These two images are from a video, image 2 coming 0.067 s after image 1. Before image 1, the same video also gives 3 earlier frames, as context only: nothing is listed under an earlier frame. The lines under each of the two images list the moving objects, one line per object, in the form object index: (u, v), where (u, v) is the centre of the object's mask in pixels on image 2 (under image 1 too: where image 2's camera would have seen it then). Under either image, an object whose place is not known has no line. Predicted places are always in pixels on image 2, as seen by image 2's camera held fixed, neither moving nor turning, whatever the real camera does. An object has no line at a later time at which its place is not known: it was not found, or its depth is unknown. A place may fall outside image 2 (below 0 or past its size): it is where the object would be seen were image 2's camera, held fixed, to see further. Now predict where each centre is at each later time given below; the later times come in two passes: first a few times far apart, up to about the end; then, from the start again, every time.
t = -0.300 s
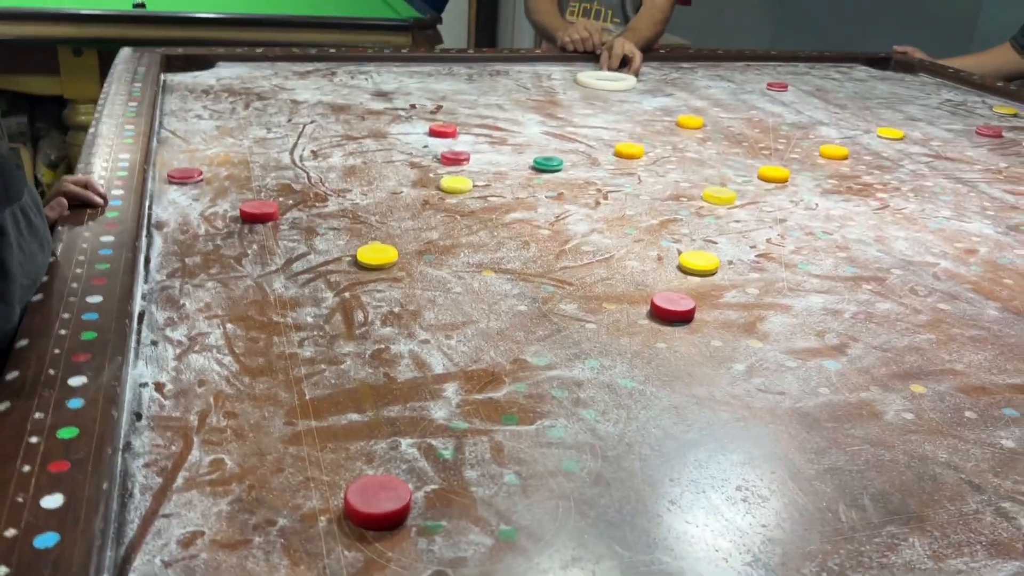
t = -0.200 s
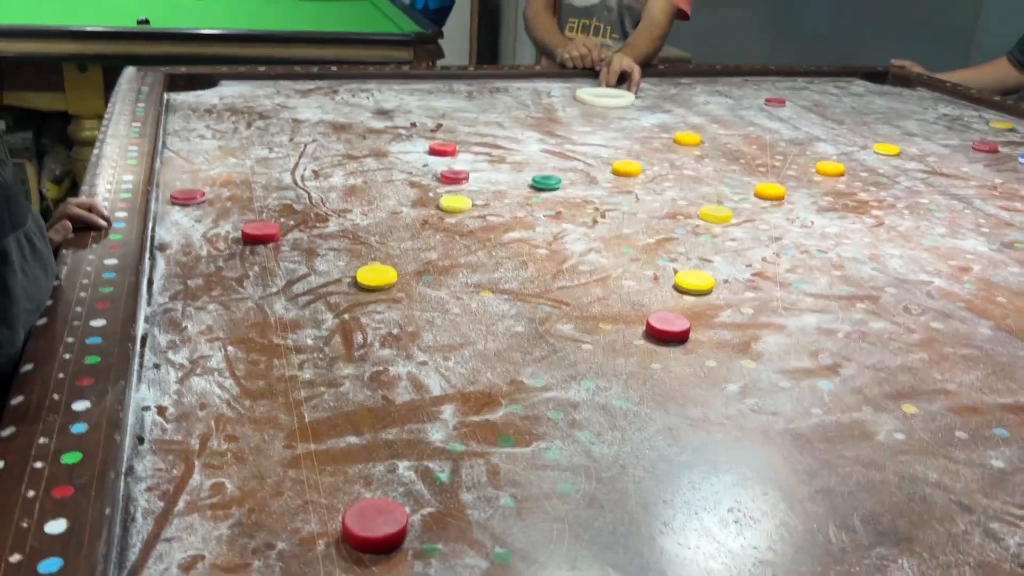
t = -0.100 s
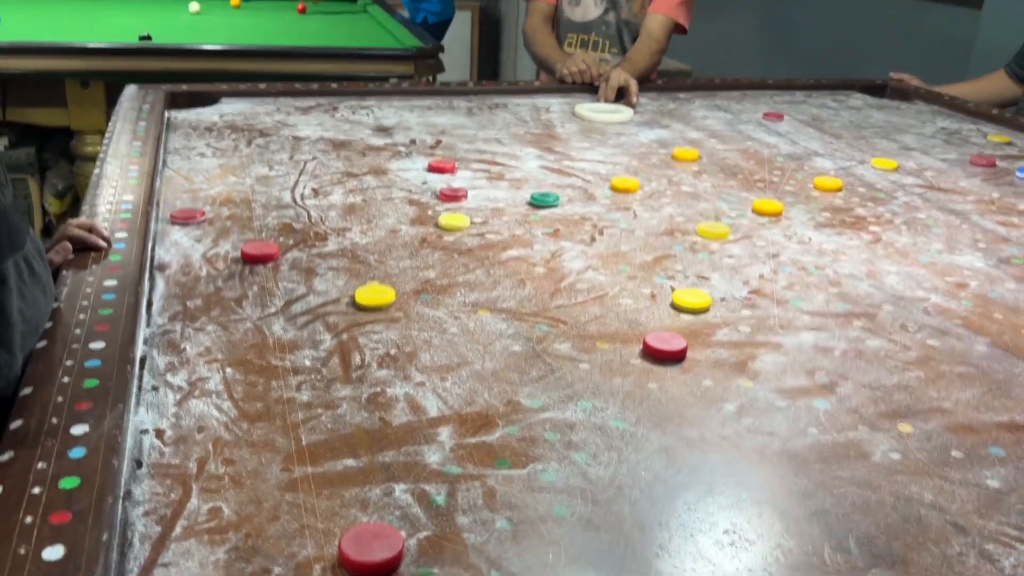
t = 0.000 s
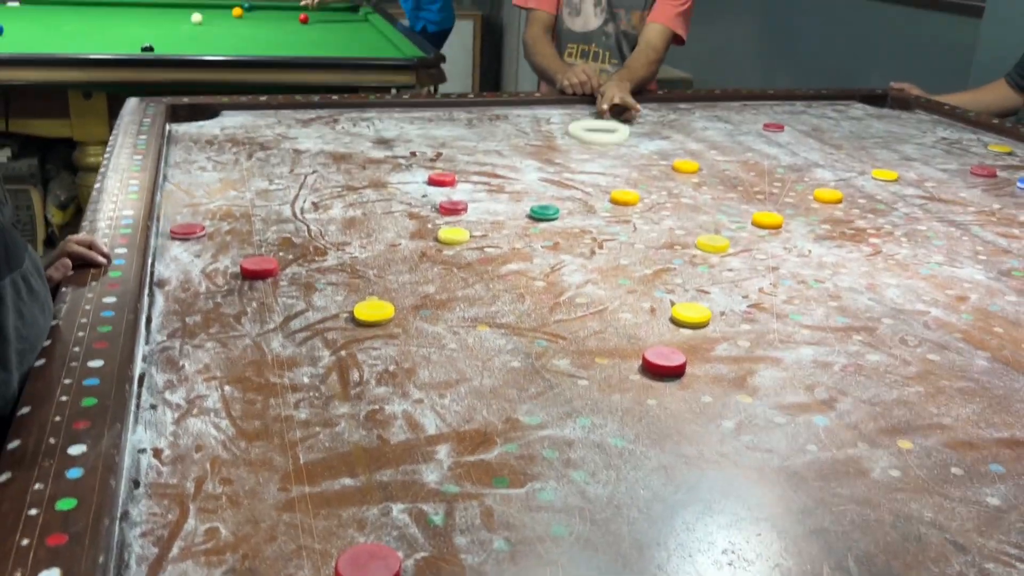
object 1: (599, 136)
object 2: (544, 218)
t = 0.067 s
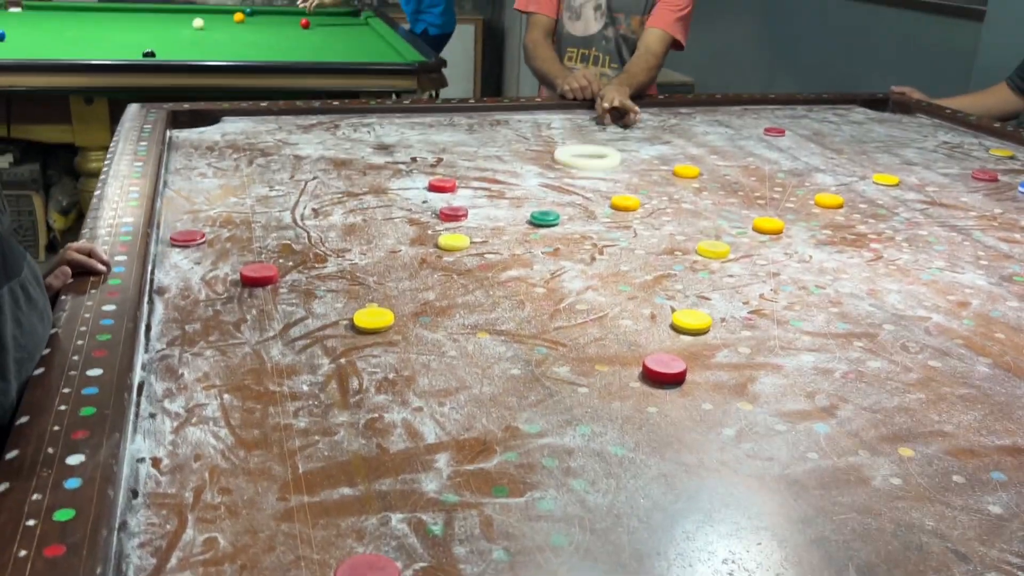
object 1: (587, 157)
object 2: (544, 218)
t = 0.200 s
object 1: (558, 208)
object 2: (538, 227)
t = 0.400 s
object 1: (511, 294)
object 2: (390, 401)
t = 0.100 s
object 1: (581, 169)
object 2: (545, 218)
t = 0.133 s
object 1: (573, 182)
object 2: (545, 218)
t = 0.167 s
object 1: (565, 195)
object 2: (545, 218)
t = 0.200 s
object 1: (558, 208)
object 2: (538, 227)
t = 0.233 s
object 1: (551, 220)
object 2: (521, 247)
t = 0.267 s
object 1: (545, 232)
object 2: (502, 270)
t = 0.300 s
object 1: (537, 246)
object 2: (480, 296)
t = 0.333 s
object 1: (529, 261)
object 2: (455, 325)
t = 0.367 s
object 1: (521, 277)
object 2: (426, 360)
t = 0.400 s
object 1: (511, 294)
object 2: (390, 401)
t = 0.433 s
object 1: (501, 312)
